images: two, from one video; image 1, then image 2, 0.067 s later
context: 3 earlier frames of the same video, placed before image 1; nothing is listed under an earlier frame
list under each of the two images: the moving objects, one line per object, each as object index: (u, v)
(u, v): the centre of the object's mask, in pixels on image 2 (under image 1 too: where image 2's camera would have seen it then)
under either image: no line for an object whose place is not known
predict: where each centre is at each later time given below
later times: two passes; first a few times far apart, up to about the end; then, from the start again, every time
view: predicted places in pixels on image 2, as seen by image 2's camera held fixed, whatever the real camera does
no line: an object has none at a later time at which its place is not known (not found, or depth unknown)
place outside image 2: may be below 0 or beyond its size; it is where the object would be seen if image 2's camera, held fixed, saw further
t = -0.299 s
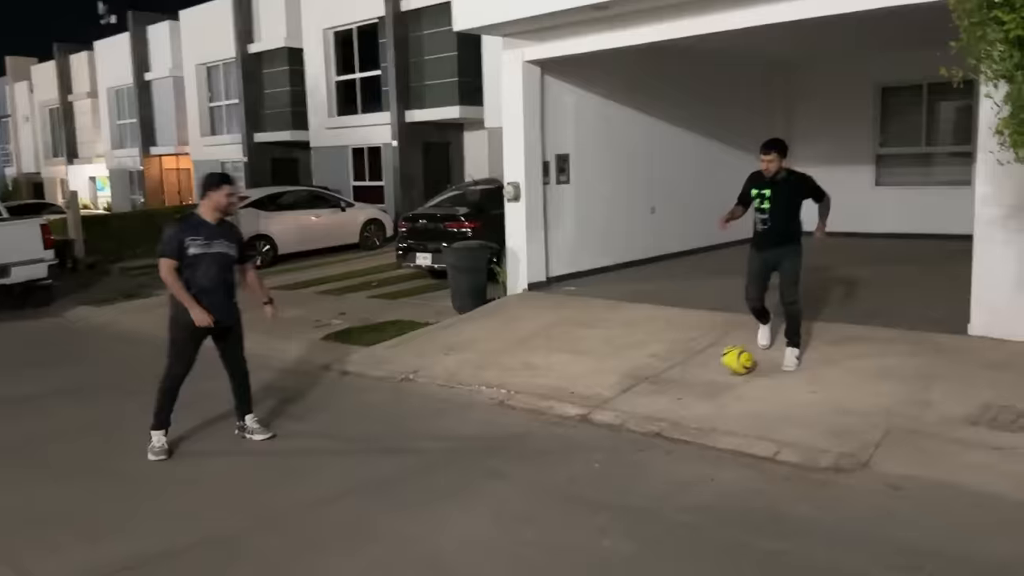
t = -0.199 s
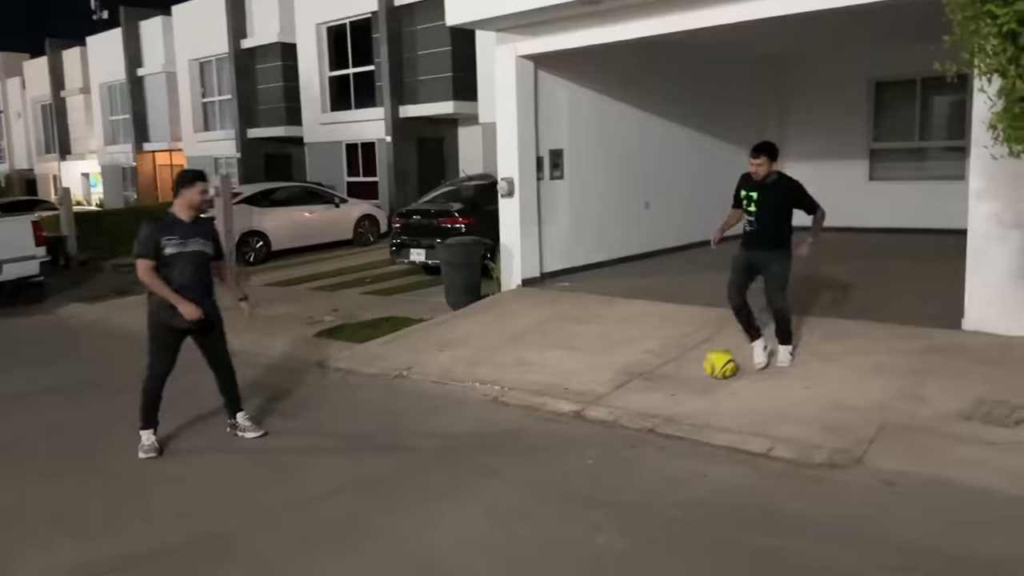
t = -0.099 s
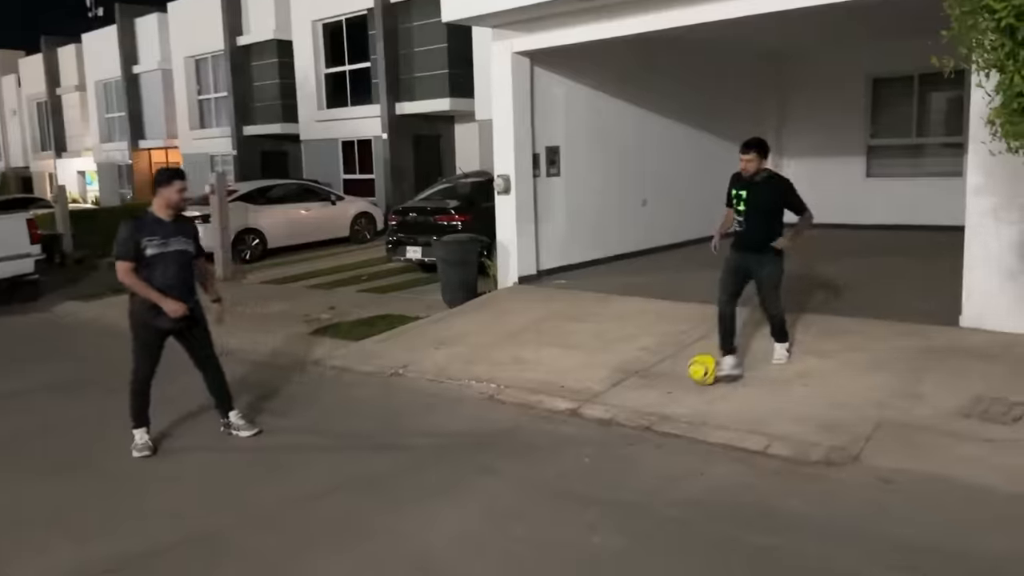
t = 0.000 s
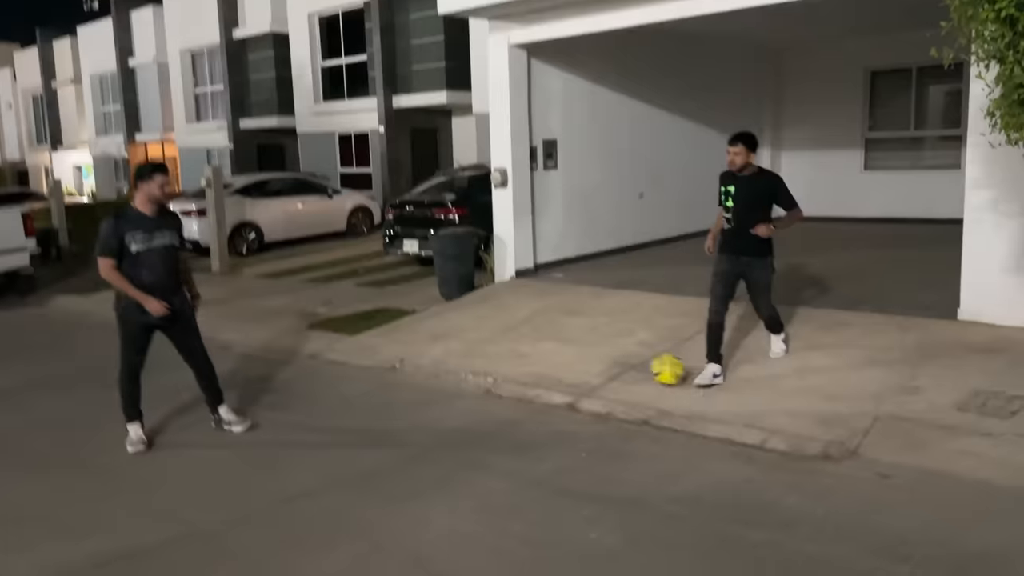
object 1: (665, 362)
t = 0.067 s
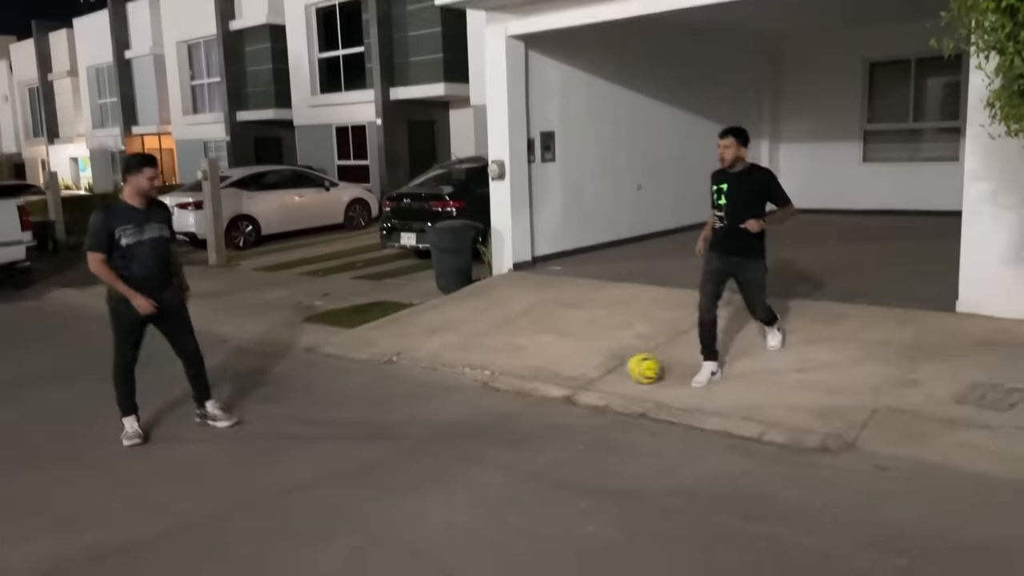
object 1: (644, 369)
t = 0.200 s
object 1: (604, 378)
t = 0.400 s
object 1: (540, 393)
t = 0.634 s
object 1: (462, 408)
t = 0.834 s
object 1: (391, 421)
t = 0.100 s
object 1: (634, 371)
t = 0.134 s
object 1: (624, 374)
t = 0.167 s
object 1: (614, 375)
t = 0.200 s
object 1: (604, 378)
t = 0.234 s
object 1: (593, 383)
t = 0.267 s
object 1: (583, 388)
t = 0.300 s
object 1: (572, 391)
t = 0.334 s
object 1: (562, 393)
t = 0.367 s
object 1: (551, 393)
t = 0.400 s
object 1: (540, 393)
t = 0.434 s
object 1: (529, 396)
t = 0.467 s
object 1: (518, 399)
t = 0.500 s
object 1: (507, 401)
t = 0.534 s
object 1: (496, 403)
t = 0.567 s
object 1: (486, 404)
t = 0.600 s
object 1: (474, 407)
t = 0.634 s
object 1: (462, 408)
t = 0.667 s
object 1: (450, 410)
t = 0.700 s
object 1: (439, 413)
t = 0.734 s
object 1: (427, 414)
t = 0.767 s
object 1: (415, 415)
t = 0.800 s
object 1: (403, 419)
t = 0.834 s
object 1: (391, 421)
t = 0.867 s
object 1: (379, 422)
